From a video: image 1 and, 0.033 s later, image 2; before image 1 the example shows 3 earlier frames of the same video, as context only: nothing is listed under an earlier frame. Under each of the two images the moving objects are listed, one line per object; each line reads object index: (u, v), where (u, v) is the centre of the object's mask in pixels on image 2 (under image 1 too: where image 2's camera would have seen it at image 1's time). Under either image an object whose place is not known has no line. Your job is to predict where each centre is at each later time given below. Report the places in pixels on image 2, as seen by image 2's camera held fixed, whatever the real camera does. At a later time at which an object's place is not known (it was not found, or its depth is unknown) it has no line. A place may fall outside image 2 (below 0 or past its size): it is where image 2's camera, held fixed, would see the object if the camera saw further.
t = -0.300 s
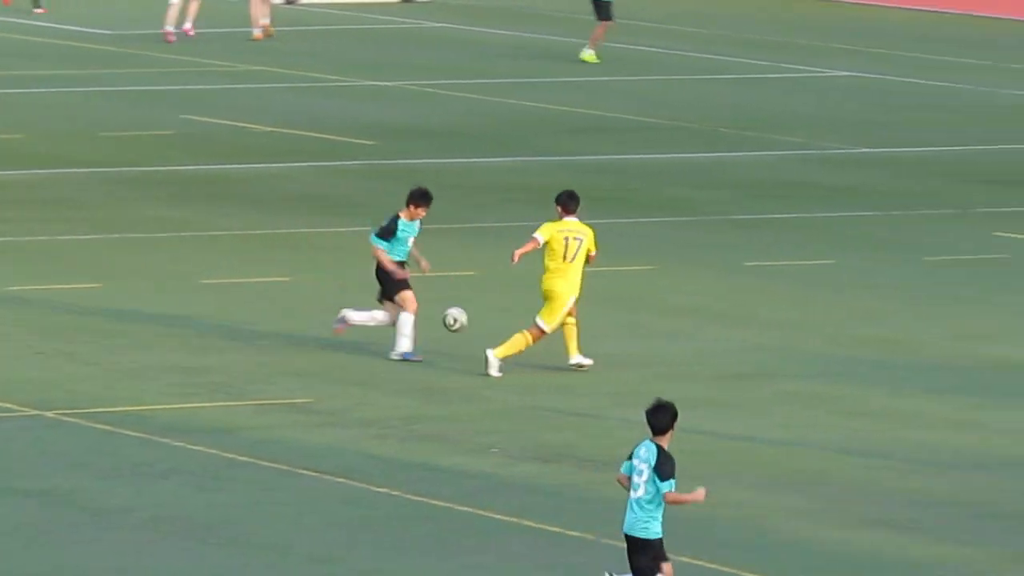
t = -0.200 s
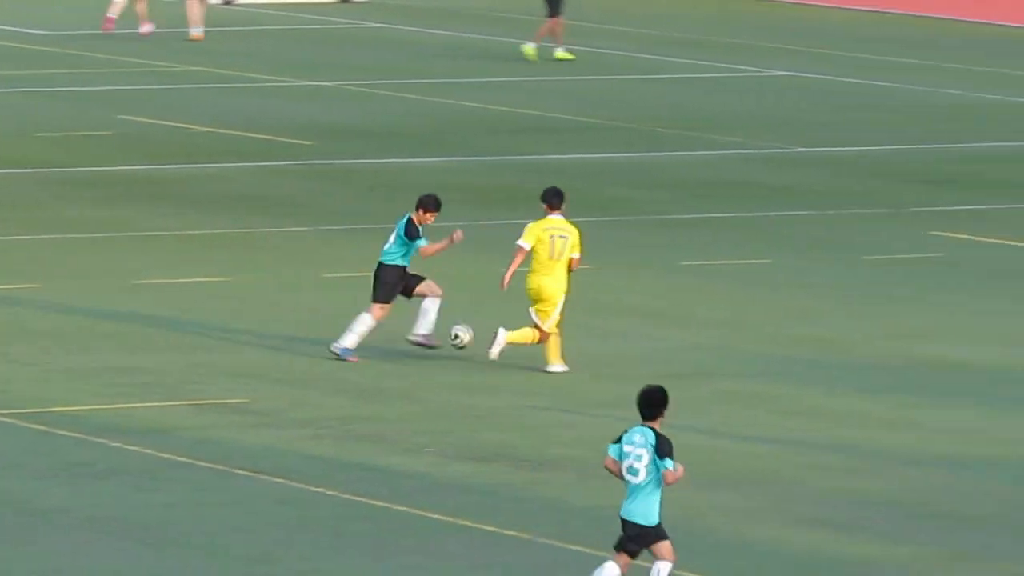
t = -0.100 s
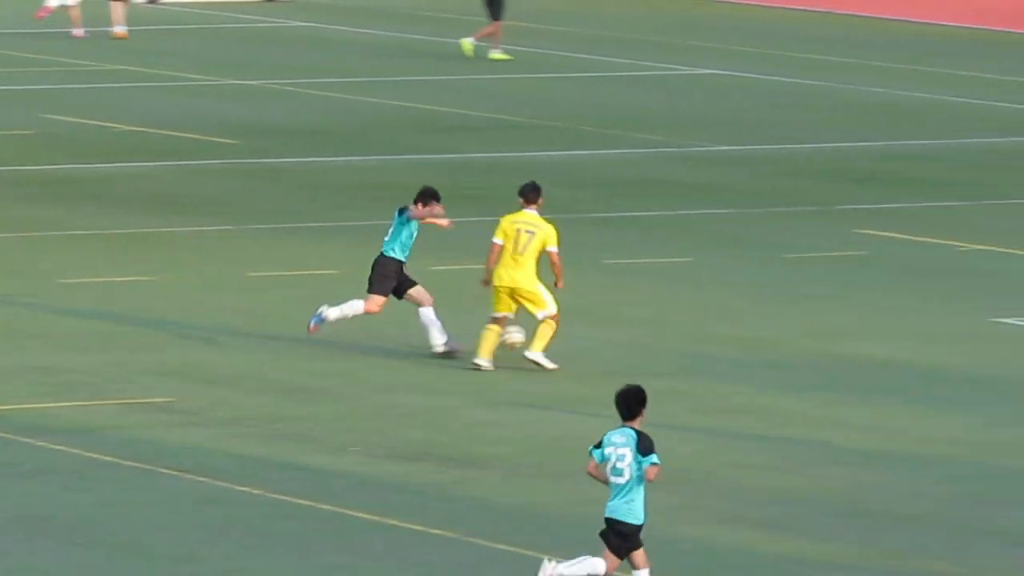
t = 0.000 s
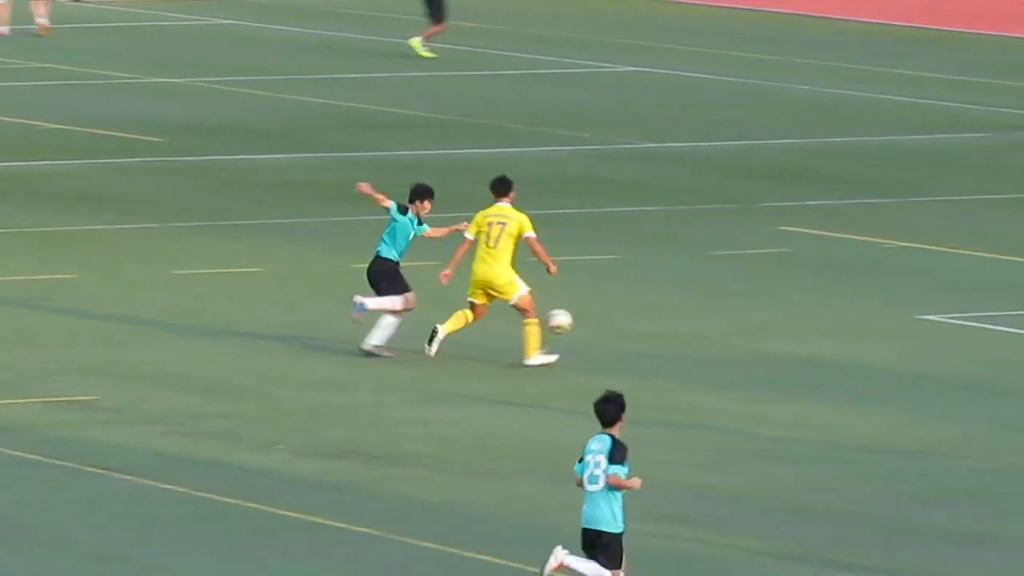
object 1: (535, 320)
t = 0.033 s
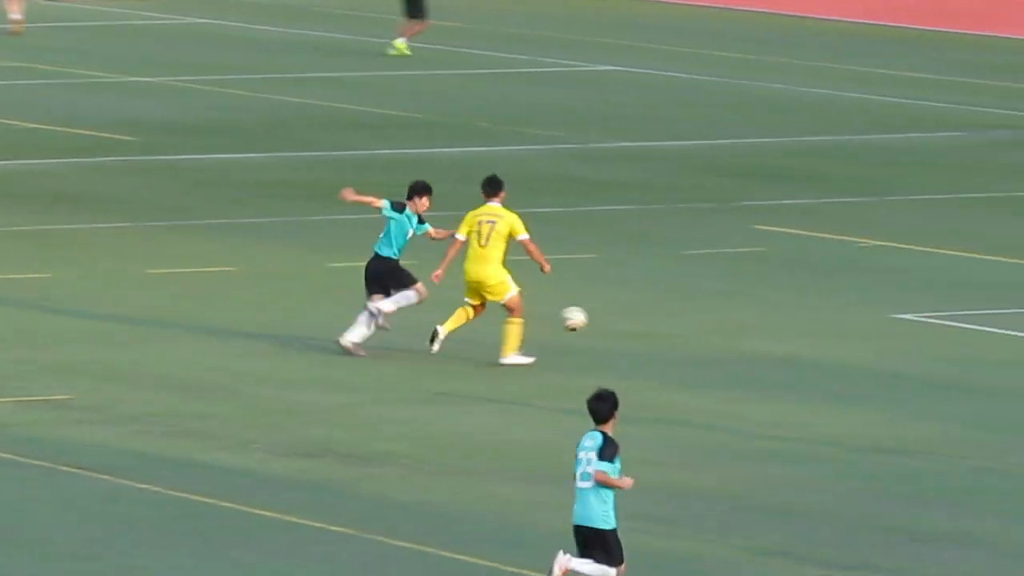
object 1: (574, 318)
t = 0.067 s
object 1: (613, 317)
